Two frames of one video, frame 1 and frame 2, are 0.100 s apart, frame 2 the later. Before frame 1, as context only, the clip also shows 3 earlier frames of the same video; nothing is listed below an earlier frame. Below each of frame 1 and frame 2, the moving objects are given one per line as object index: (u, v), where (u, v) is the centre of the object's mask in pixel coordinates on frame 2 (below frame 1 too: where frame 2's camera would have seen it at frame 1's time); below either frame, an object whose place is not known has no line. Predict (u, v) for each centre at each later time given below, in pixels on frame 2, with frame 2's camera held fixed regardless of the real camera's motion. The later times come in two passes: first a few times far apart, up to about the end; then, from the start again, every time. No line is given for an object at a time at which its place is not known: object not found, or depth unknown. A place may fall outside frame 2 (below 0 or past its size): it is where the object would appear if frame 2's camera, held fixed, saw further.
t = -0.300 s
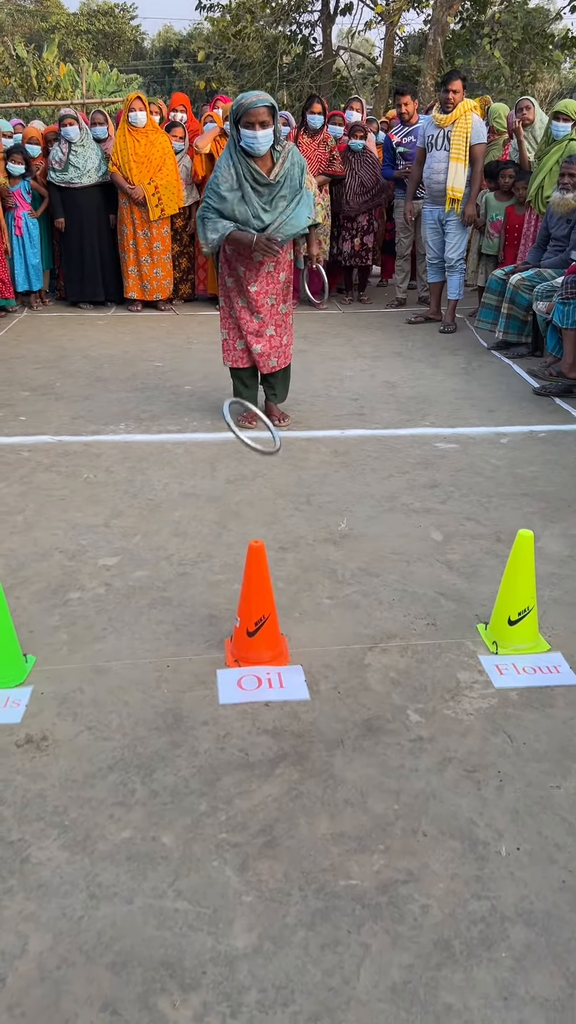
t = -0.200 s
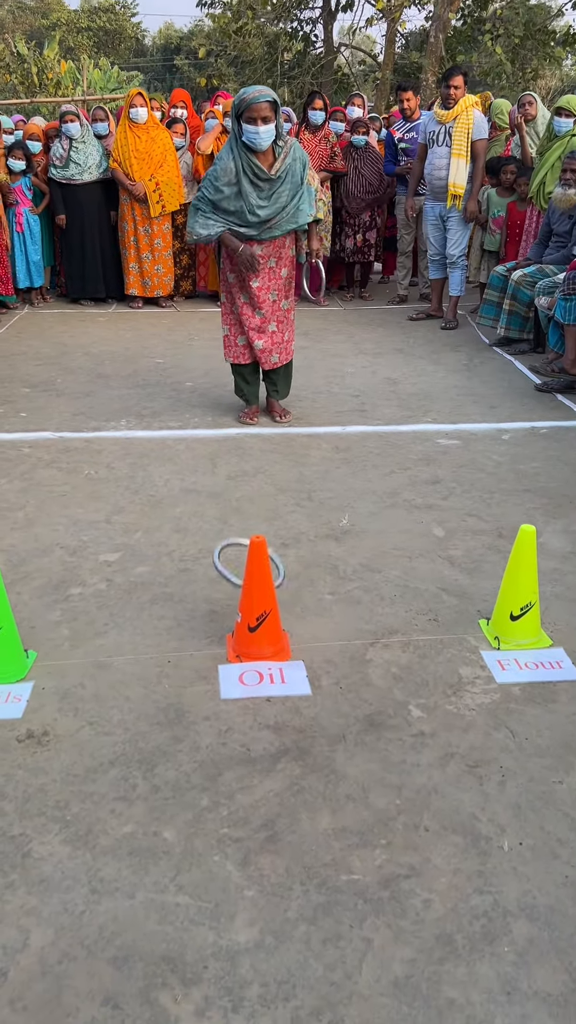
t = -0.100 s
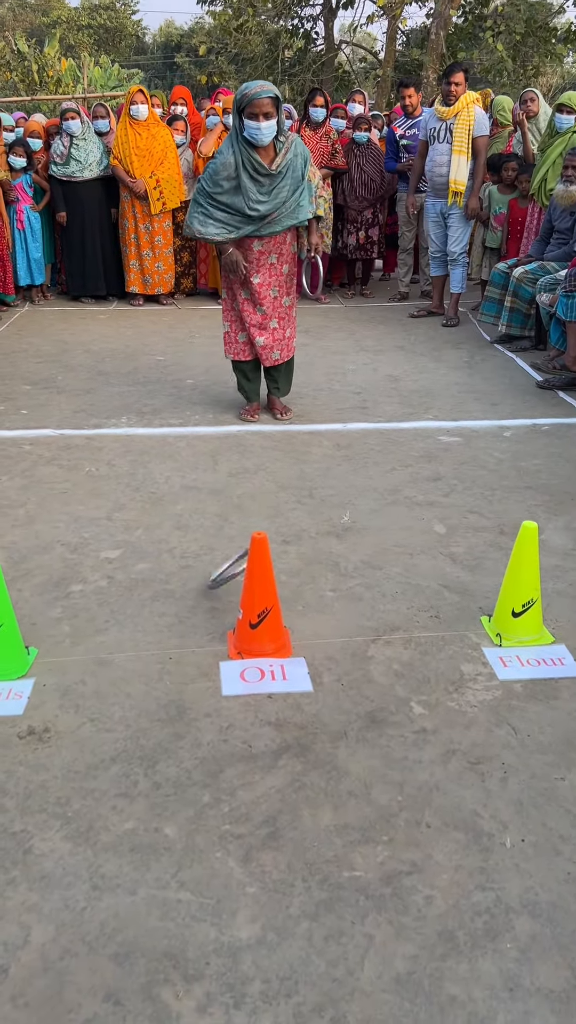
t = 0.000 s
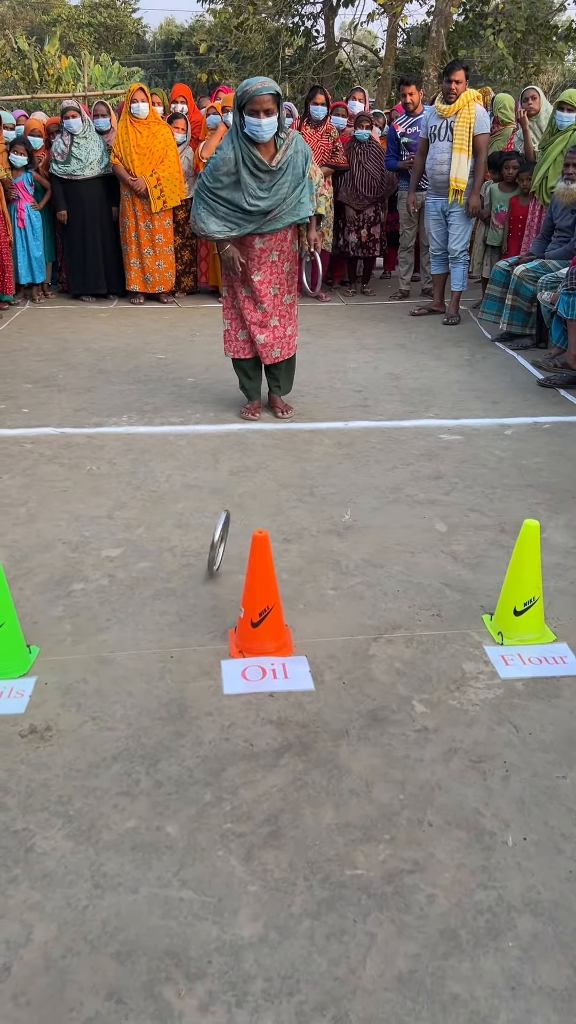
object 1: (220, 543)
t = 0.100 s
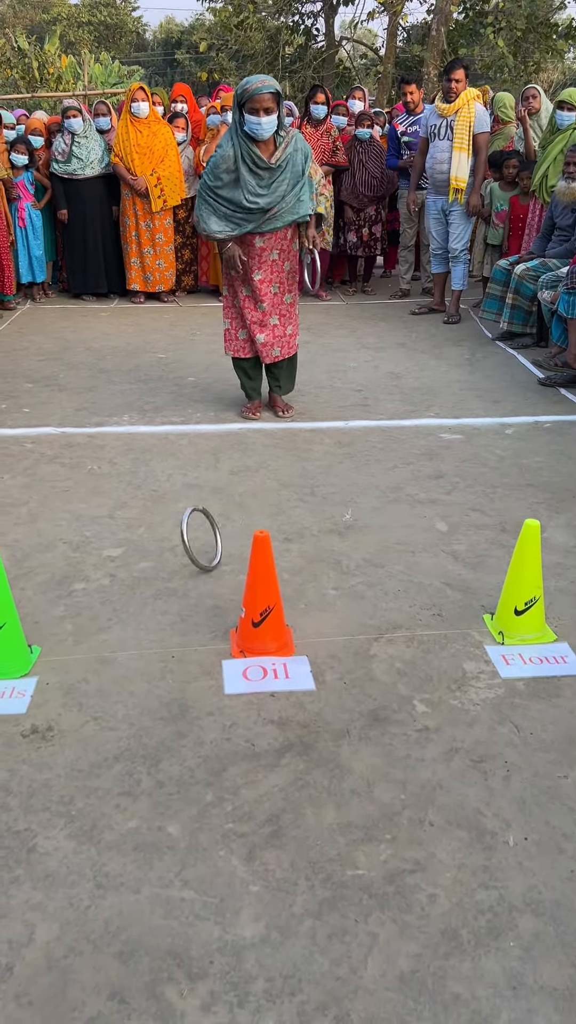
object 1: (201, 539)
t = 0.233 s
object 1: (182, 550)
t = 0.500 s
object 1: (180, 542)
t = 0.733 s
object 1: (180, 543)
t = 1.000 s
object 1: (180, 543)
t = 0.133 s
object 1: (195, 539)
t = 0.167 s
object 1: (190, 542)
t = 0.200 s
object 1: (185, 548)
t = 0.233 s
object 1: (182, 550)
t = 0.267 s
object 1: (181, 542)
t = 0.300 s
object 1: (181, 537)
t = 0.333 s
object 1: (182, 534)
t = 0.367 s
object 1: (182, 533)
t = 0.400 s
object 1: (182, 534)
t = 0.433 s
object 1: (182, 537)
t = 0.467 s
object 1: (181, 541)
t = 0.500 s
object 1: (180, 542)
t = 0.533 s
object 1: (180, 540)
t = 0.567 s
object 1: (180, 540)
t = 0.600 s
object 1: (180, 541)
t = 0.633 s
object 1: (180, 543)
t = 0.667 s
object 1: (180, 543)
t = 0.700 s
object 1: (180, 543)
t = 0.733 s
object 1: (180, 543)
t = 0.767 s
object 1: (180, 543)
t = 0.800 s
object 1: (180, 543)
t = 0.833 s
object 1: (180, 543)
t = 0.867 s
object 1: (180, 543)
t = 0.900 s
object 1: (180, 543)
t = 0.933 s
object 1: (180, 543)
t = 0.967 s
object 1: (180, 543)
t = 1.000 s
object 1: (180, 543)
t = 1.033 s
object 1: (180, 543)
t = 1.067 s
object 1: (180, 543)
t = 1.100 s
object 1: (180, 543)
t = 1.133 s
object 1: (180, 543)
